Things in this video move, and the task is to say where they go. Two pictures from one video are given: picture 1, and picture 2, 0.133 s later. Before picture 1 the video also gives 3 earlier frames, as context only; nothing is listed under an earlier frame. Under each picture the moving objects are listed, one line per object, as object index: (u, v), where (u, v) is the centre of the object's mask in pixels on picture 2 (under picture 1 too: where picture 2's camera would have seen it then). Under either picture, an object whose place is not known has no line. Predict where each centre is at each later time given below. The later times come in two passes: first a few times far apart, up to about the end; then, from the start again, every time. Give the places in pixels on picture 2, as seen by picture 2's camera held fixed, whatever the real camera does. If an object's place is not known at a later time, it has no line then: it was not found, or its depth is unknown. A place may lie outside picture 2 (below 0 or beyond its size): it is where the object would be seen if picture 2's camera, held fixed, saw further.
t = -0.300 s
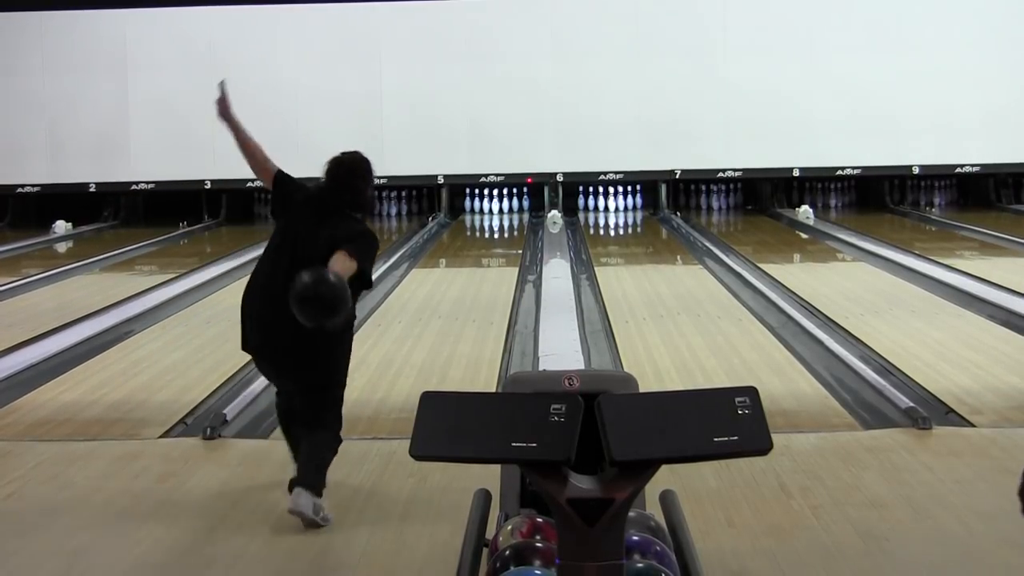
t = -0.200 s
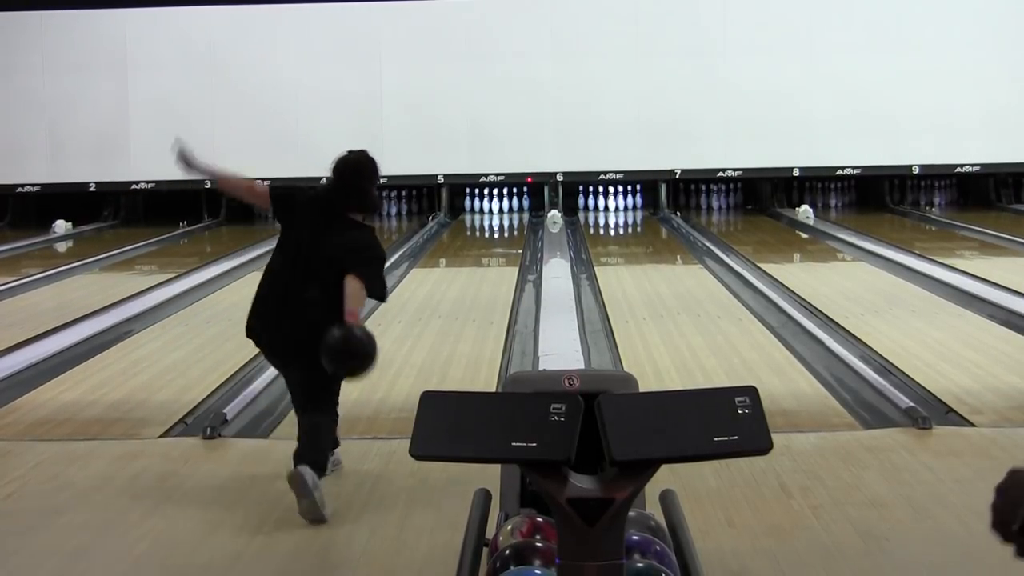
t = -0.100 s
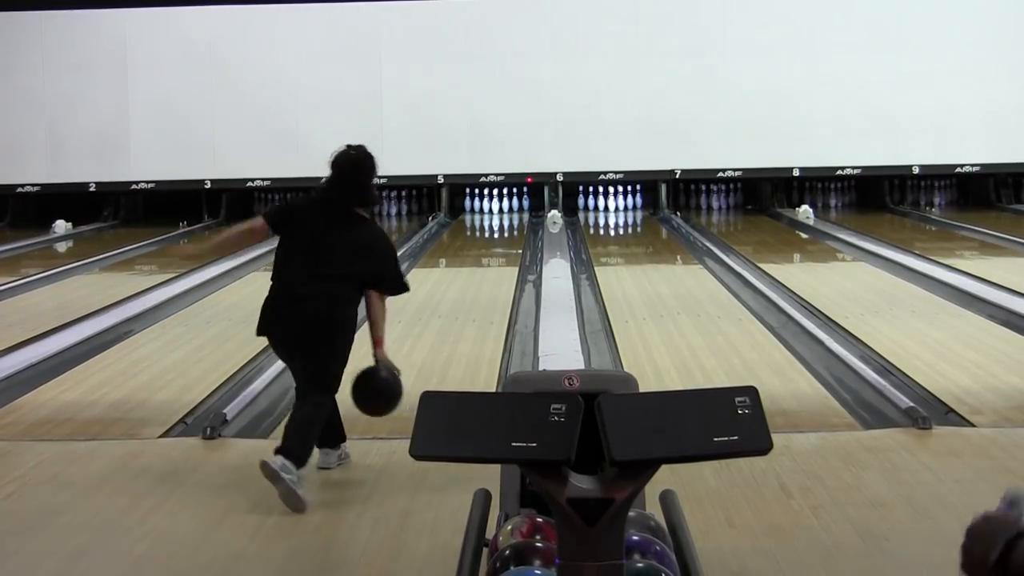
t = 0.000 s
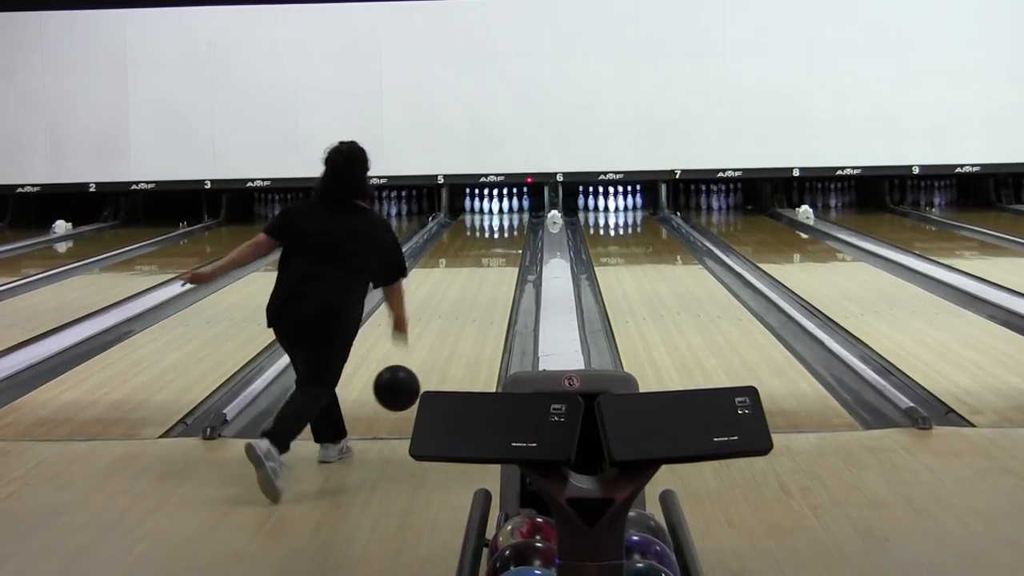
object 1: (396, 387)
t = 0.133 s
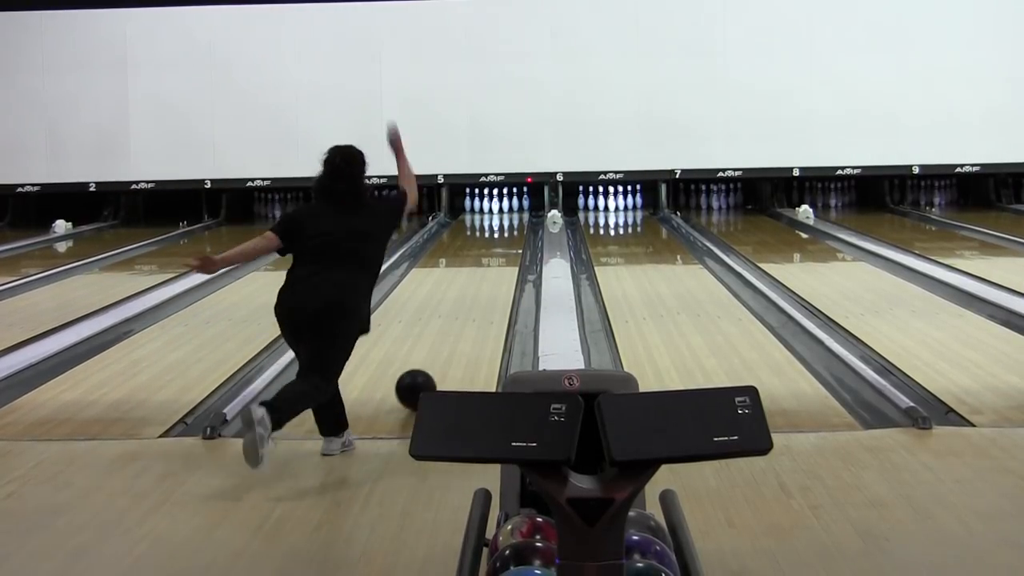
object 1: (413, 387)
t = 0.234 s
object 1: (426, 365)
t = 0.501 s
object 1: (447, 322)
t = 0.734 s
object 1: (459, 295)
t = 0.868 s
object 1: (465, 283)
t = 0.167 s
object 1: (419, 378)
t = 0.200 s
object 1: (422, 371)
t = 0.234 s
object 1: (426, 365)
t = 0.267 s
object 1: (429, 360)
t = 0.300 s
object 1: (432, 353)
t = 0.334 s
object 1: (435, 347)
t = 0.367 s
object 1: (438, 342)
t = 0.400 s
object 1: (440, 336)
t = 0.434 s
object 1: (442, 331)
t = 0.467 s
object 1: (445, 326)
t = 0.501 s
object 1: (447, 322)
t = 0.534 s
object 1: (449, 317)
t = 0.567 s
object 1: (451, 313)
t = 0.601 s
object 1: (453, 309)
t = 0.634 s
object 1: (454, 306)
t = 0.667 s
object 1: (456, 302)
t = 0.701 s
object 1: (458, 298)
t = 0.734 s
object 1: (459, 295)
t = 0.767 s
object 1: (461, 292)
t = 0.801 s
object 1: (462, 289)
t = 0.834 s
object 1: (463, 286)
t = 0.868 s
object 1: (465, 283)
